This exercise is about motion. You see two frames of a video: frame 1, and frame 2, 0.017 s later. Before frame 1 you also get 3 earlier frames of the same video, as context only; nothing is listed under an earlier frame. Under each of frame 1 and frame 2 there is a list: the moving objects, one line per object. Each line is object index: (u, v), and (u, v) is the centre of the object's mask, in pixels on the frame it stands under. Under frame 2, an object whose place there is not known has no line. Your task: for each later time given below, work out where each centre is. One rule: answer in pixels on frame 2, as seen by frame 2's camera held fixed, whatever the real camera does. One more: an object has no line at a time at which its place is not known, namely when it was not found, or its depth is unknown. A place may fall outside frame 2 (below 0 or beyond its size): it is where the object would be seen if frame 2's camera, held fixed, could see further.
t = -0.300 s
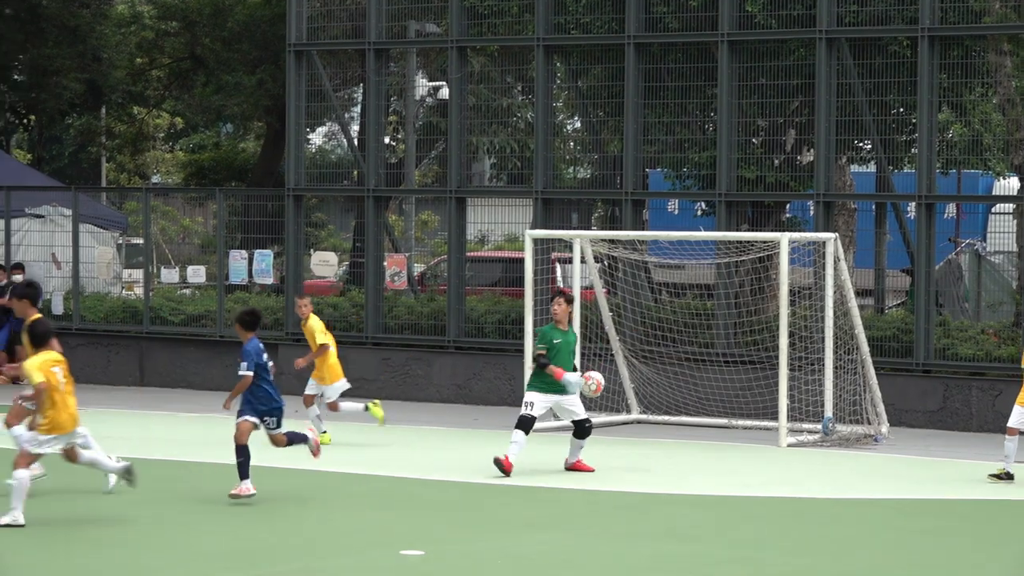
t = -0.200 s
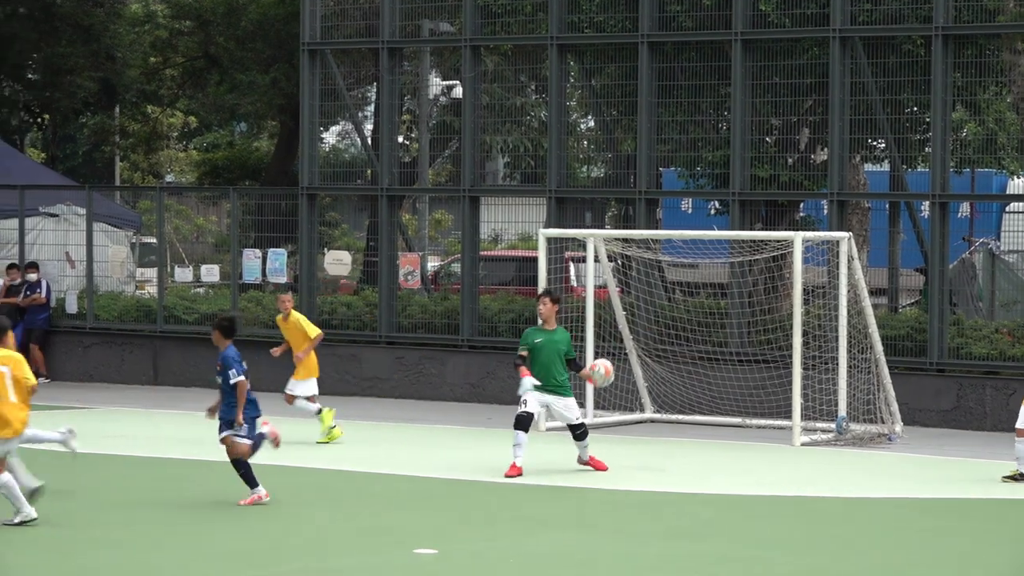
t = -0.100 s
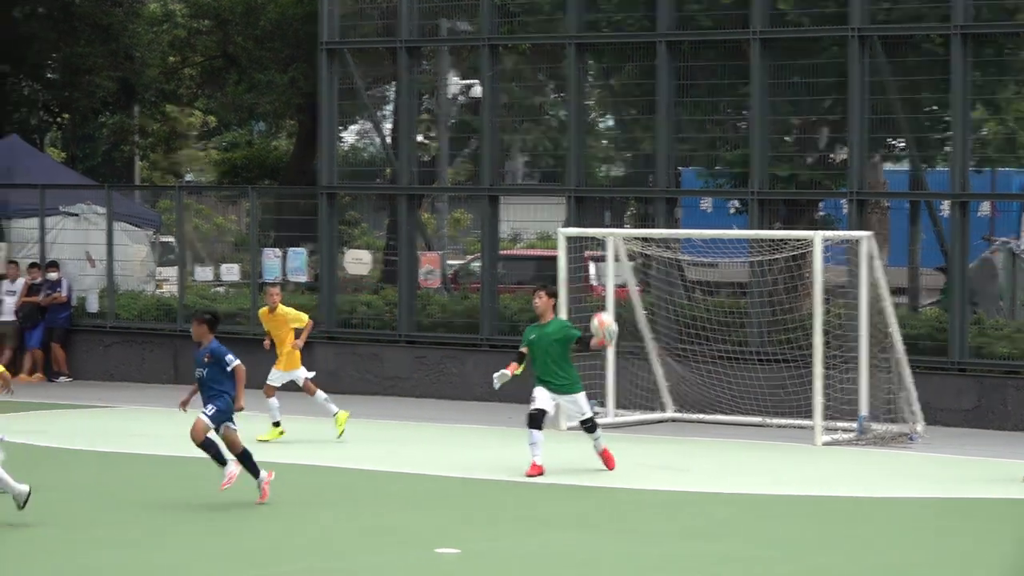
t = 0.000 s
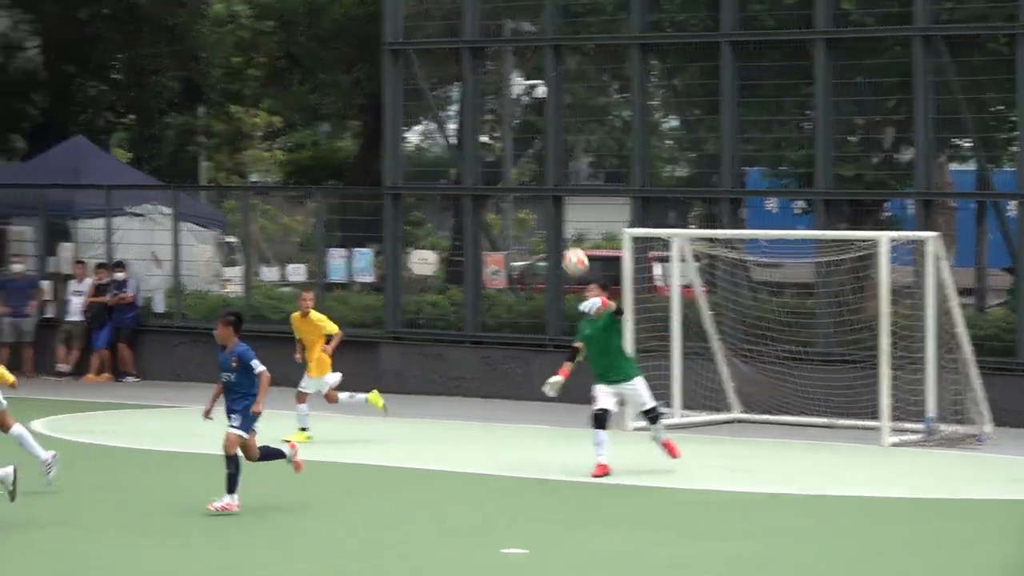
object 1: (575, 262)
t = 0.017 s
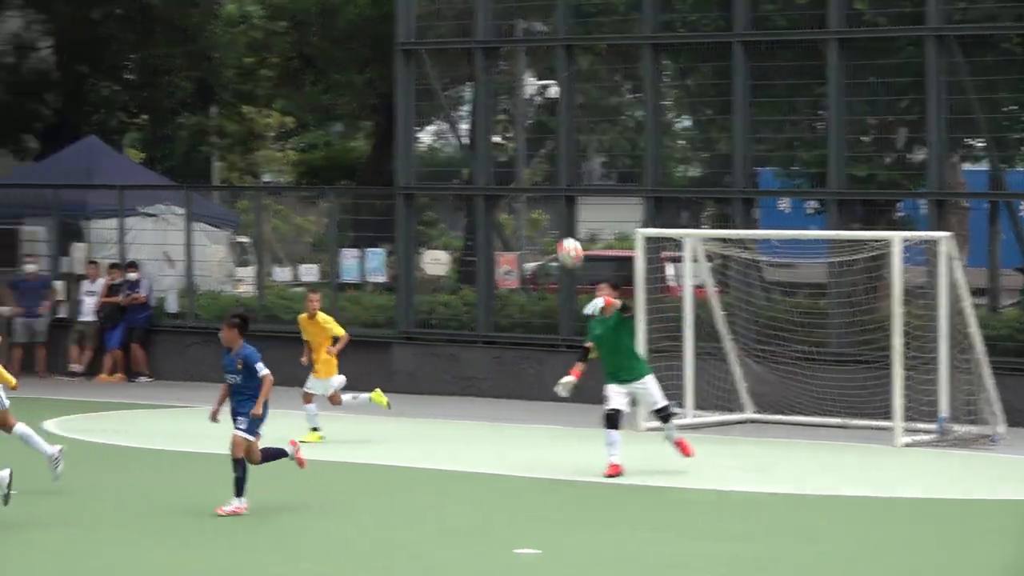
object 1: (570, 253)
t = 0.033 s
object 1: (551, 242)
